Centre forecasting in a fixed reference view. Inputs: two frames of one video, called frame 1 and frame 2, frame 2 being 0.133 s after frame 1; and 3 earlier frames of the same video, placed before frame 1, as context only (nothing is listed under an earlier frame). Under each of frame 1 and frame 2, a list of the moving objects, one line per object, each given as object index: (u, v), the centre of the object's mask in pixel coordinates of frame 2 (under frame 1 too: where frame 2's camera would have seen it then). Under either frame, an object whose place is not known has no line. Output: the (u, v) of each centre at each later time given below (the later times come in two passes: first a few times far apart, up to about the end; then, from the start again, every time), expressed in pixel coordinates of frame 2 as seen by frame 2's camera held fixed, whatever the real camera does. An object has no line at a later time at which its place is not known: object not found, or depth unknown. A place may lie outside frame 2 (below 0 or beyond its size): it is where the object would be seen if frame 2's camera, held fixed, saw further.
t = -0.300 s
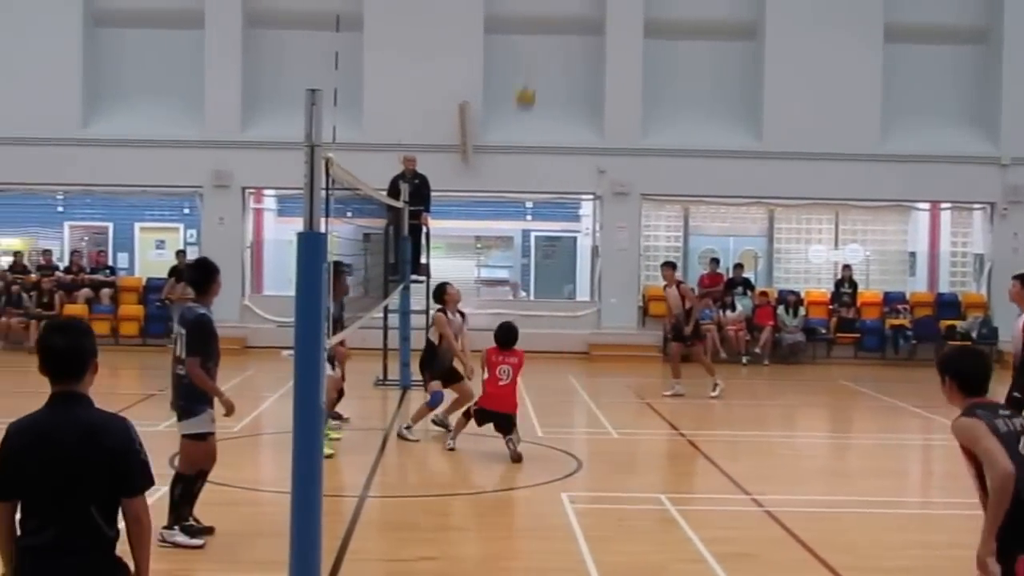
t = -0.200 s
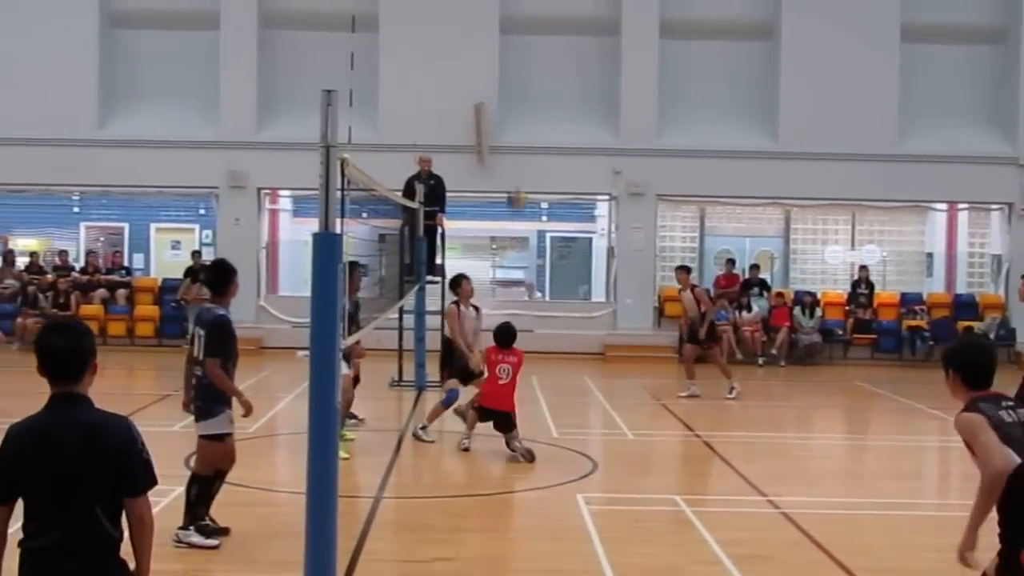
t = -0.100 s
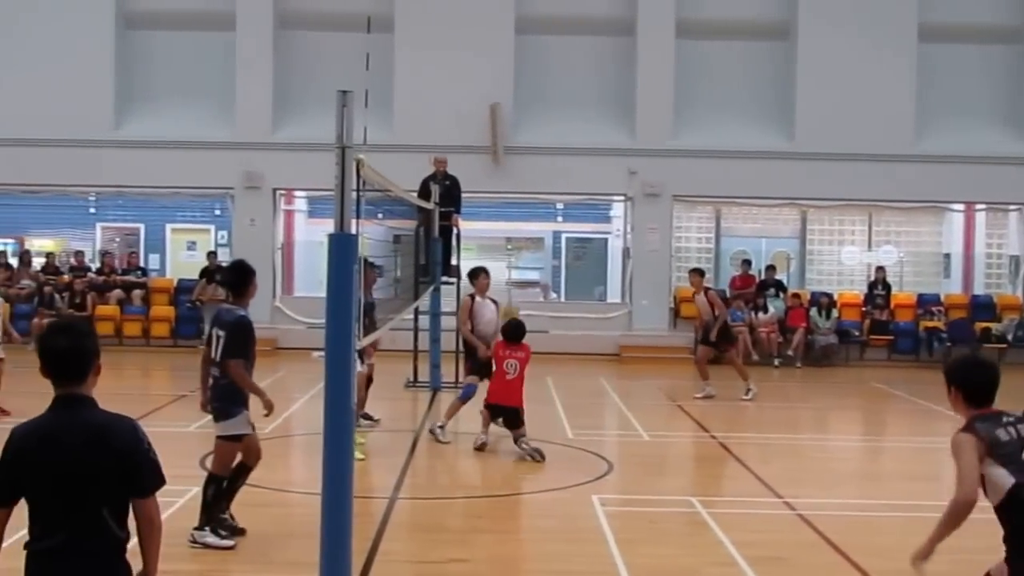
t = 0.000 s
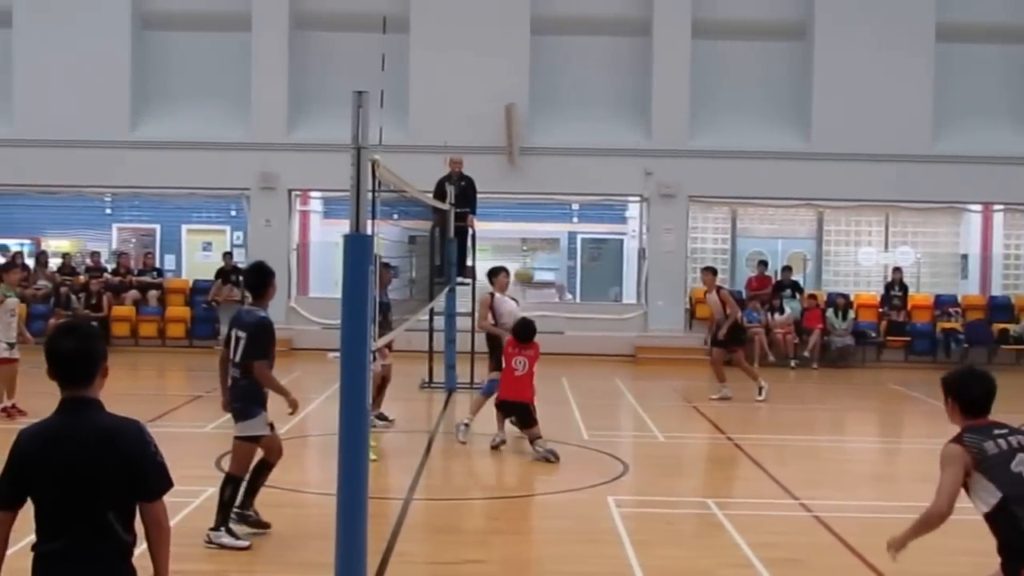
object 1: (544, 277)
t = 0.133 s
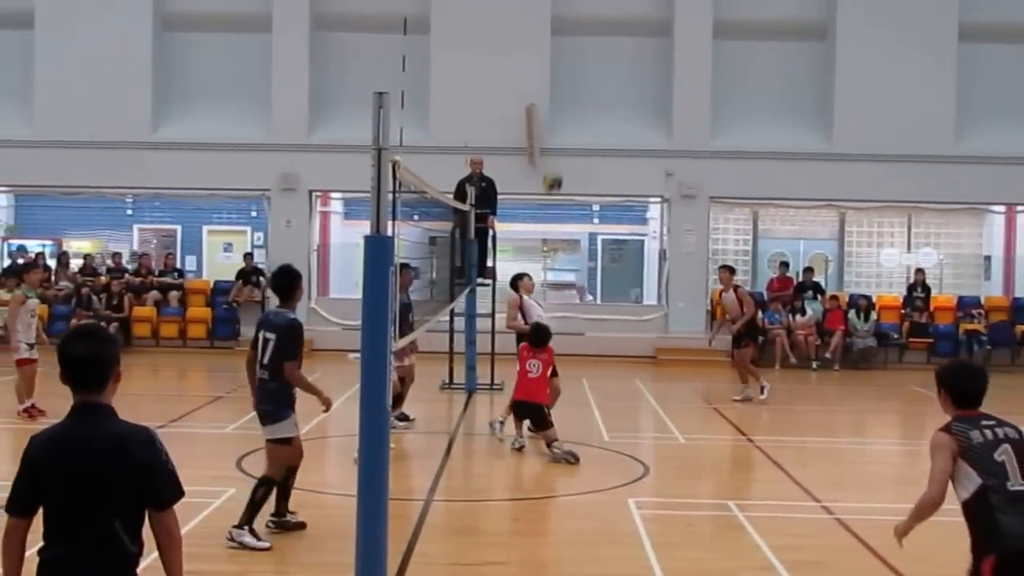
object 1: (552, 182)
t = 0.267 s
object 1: (559, 110)
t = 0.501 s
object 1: (566, 33)
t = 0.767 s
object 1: (574, 13)
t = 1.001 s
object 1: (579, 46)
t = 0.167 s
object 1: (554, 162)
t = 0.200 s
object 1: (557, 144)
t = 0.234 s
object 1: (558, 126)
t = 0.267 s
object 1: (559, 110)
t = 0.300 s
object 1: (561, 95)
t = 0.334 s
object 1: (562, 82)
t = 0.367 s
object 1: (563, 69)
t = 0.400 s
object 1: (564, 58)
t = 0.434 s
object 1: (565, 48)
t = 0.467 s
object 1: (566, 40)
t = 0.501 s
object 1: (566, 33)
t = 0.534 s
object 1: (568, 26)
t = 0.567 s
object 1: (569, 21)
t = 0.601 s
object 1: (570, 18)
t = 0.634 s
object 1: (571, 14)
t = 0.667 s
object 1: (572, 12)
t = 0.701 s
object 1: (573, 11)
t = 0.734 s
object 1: (573, 11)
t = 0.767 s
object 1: (574, 13)
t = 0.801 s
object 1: (575, 15)
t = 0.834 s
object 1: (576, 18)
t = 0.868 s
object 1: (576, 21)
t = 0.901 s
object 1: (577, 25)
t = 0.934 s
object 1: (578, 31)
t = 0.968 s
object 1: (579, 39)
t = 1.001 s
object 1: (579, 46)
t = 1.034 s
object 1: (579, 54)
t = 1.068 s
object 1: (580, 62)
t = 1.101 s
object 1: (581, 72)
